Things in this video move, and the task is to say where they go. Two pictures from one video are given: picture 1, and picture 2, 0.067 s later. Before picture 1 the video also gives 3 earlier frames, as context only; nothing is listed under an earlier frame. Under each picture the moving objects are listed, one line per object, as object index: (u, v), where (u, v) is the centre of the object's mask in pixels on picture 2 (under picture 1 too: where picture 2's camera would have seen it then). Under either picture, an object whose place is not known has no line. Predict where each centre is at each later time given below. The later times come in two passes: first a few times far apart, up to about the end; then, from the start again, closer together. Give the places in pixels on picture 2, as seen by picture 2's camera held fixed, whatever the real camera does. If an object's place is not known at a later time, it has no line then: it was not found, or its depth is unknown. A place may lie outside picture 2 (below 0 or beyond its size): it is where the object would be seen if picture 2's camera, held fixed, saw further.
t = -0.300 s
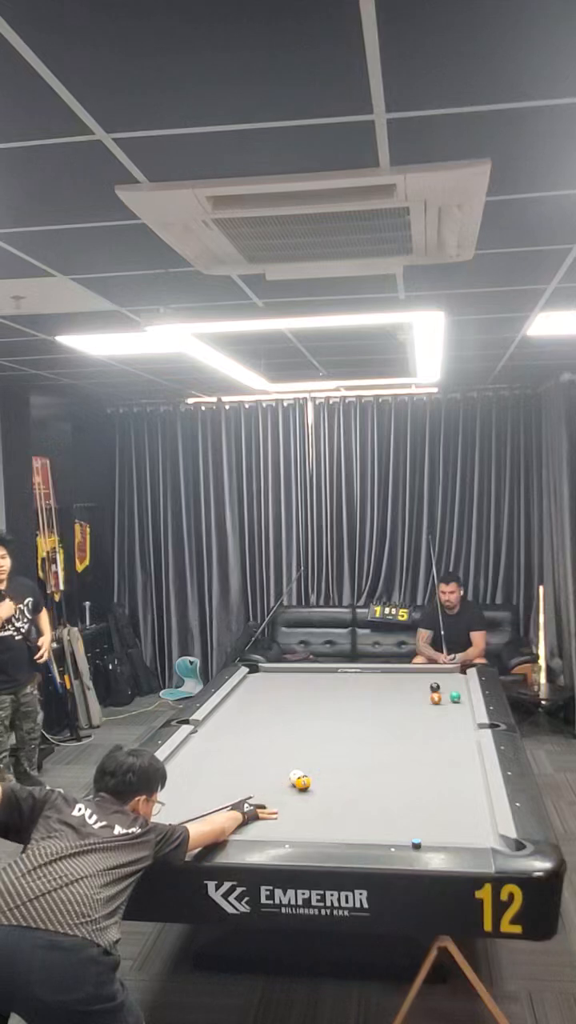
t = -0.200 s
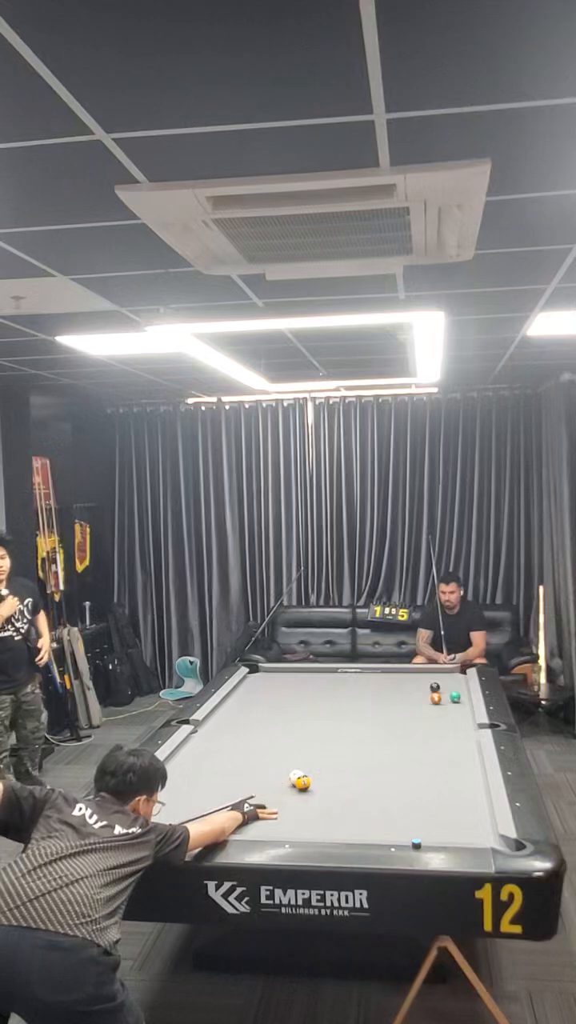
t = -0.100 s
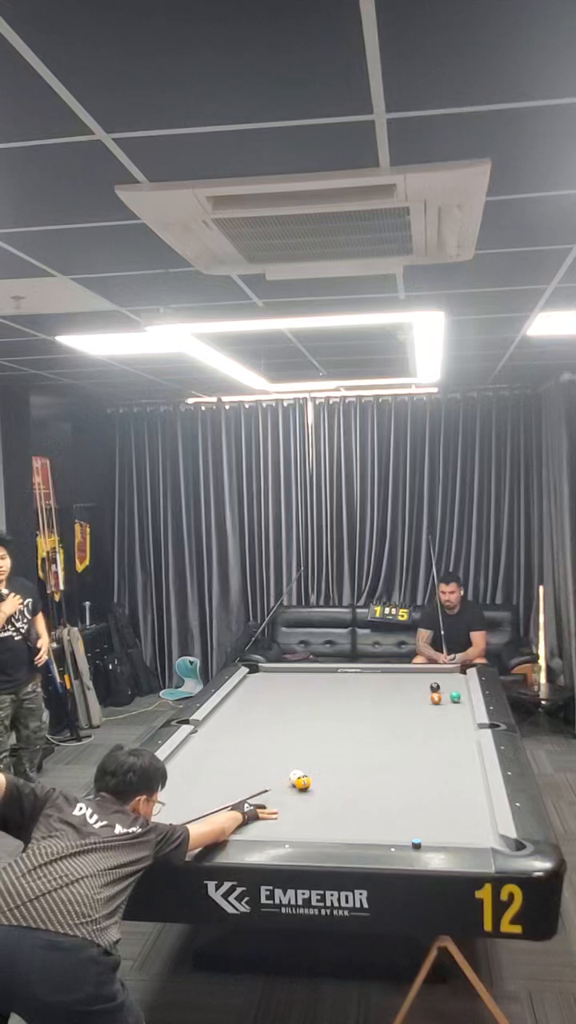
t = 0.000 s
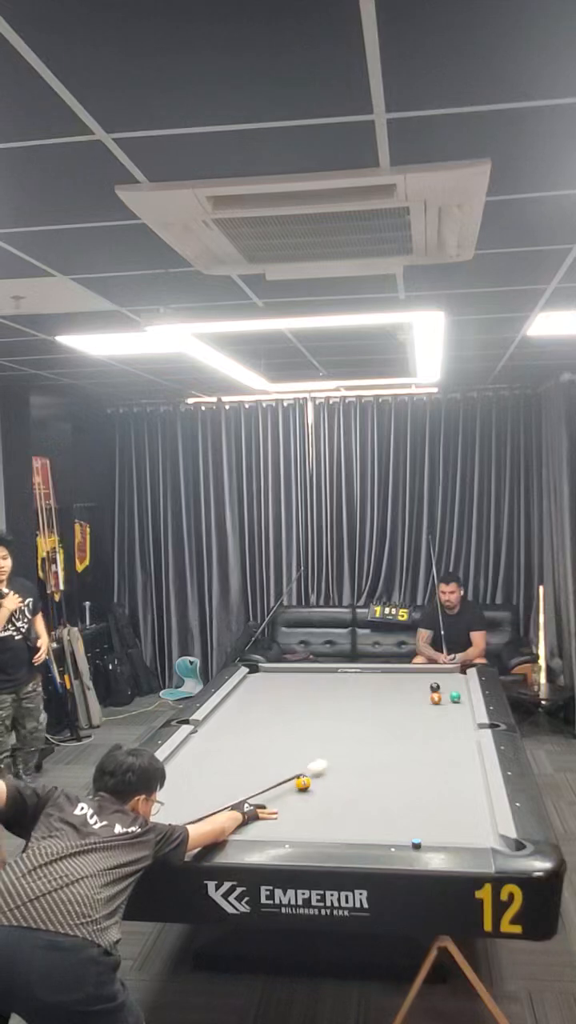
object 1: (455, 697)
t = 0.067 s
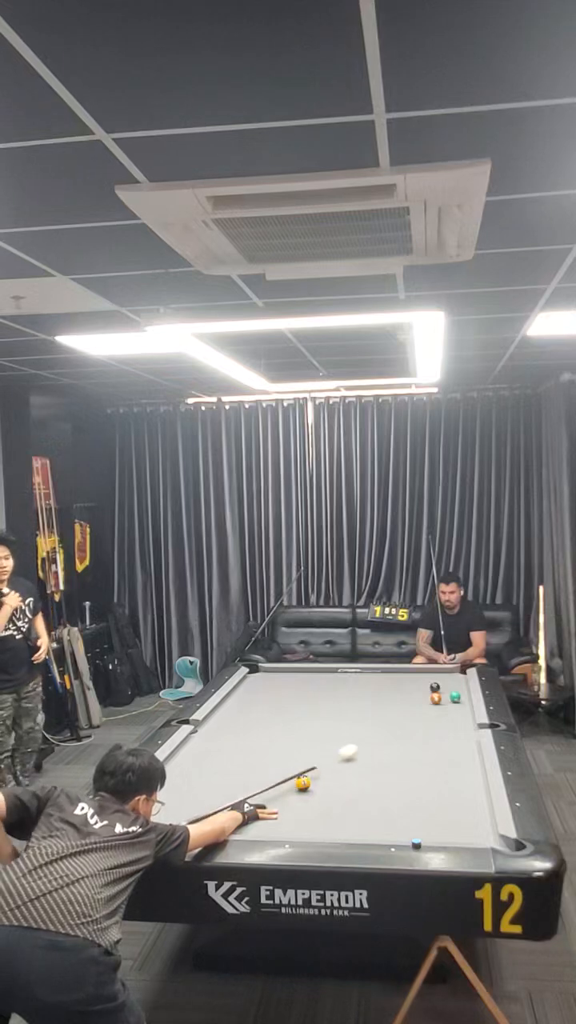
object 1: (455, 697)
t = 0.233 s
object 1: (455, 697)
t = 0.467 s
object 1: (454, 691)
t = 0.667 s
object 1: (451, 674)
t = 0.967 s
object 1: (456, 678)
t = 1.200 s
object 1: (463, 686)
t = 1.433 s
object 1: (462, 694)
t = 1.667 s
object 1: (461, 703)
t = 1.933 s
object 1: (459, 714)
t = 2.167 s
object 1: (457, 723)
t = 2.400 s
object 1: (456, 733)
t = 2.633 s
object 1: (454, 744)
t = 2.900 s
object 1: (452, 757)
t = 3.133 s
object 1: (450, 769)
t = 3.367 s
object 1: (449, 781)
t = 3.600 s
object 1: (447, 794)
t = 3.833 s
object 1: (445, 808)
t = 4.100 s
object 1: (443, 825)
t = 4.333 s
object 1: (441, 836)
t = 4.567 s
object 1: (439, 832)
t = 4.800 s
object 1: (438, 826)
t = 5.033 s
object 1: (436, 819)
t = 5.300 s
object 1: (435, 811)
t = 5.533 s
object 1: (433, 806)
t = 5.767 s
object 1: (432, 801)
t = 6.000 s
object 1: (430, 797)
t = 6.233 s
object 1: (429, 793)
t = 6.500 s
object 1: (428, 790)
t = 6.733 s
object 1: (427, 788)
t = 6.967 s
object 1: (427, 786)
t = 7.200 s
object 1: (427, 784)
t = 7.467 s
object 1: (426, 783)
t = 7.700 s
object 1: (426, 782)
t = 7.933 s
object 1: (426, 782)
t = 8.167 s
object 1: (426, 782)
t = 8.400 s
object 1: (426, 782)
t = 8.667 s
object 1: (426, 782)
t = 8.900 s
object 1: (426, 782)
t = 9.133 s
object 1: (426, 782)
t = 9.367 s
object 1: (426, 782)
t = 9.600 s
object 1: (426, 782)
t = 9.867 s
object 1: (426, 782)
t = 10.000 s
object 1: (426, 782)
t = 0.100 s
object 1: (455, 697)
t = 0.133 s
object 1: (455, 697)
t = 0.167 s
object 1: (455, 697)
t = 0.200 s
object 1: (455, 697)
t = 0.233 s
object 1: (455, 697)
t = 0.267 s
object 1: (455, 697)
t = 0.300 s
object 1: (455, 697)
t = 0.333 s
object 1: (455, 697)
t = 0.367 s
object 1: (455, 697)
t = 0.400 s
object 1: (456, 693)
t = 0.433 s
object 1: (453, 694)
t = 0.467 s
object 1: (454, 691)
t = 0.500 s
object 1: (453, 688)
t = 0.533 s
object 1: (453, 685)
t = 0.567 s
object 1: (452, 682)
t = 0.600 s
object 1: (452, 679)
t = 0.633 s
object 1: (451, 677)
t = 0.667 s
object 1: (451, 674)
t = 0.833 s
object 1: (452, 673)
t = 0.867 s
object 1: (454, 675)
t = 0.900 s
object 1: (454, 675)
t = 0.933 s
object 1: (455, 677)
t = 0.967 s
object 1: (456, 678)
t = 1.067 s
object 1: (459, 682)
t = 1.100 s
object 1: (460, 683)
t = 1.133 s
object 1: (461, 683)
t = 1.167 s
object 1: (462, 685)
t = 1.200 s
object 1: (463, 686)
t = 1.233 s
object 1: (464, 687)
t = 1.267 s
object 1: (464, 689)
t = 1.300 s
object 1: (464, 690)
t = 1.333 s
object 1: (463, 691)
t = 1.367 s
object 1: (463, 692)
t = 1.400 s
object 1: (462, 693)
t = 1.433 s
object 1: (462, 694)
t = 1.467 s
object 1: (462, 696)
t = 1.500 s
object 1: (462, 696)
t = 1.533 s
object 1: (462, 697)
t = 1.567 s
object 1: (461, 698)
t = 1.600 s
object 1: (461, 699)
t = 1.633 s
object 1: (461, 702)
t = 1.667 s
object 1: (461, 703)
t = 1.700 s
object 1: (460, 704)
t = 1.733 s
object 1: (460, 706)
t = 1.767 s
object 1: (460, 707)
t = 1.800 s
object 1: (460, 708)
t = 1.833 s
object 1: (459, 709)
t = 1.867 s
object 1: (459, 711)
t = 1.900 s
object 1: (459, 712)
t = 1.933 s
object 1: (459, 714)
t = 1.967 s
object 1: (459, 715)
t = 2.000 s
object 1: (458, 716)
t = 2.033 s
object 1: (458, 718)
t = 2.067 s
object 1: (458, 719)
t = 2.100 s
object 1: (458, 720)
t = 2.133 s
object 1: (457, 722)
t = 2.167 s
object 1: (457, 723)
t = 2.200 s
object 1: (457, 725)
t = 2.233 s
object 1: (457, 726)
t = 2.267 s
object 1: (457, 727)
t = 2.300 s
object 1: (456, 729)
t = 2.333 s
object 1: (456, 731)
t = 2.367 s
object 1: (456, 732)
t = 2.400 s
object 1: (456, 733)
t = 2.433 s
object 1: (455, 735)
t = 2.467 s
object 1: (455, 736)
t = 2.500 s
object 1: (455, 738)
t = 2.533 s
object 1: (455, 739)
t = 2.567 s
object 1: (455, 741)
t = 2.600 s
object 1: (454, 742)
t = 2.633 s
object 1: (454, 744)
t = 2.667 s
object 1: (454, 745)
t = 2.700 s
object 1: (453, 747)
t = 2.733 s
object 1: (453, 749)
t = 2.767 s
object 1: (453, 750)
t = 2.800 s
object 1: (453, 752)
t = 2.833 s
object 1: (453, 754)
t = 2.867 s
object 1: (452, 755)
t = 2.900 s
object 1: (452, 757)
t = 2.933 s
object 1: (452, 758)
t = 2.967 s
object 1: (452, 760)
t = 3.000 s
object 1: (451, 762)
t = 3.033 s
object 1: (451, 764)
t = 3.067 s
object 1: (451, 765)
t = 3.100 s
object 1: (451, 767)
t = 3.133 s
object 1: (450, 769)
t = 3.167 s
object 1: (450, 770)
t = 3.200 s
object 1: (450, 772)
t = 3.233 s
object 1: (450, 774)
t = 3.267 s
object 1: (449, 776)
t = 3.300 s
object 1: (449, 778)
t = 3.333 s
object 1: (449, 779)
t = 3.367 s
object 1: (449, 781)
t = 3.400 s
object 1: (448, 783)
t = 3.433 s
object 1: (448, 784)
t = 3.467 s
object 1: (448, 786)
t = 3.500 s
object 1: (448, 789)
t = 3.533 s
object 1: (447, 790)
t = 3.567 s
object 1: (447, 792)
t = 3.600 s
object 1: (447, 794)
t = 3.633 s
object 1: (447, 796)
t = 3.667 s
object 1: (446, 798)
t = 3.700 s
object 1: (446, 800)
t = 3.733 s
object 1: (446, 802)
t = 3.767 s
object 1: (445, 804)
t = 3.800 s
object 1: (445, 806)
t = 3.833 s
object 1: (445, 808)
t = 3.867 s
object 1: (445, 810)
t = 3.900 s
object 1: (444, 812)
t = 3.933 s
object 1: (444, 814)
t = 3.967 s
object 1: (444, 816)
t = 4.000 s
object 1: (444, 818)
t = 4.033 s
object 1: (443, 821)
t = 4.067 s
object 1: (443, 823)
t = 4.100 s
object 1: (443, 825)
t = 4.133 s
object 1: (443, 827)
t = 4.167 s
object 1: (442, 830)
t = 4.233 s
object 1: (442, 832)
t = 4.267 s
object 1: (441, 833)
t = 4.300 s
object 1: (441, 835)
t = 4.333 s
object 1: (441, 836)
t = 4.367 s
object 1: (441, 837)
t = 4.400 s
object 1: (441, 836)
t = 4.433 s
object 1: (440, 835)
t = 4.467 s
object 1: (440, 835)
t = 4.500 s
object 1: (440, 834)
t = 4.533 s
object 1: (440, 833)
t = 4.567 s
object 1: (439, 832)
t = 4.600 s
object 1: (439, 831)
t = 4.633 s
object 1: (439, 831)
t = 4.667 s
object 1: (439, 830)
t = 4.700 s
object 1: (439, 829)
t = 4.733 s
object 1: (438, 828)
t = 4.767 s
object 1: (438, 827)
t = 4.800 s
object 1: (438, 826)
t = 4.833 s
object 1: (438, 825)
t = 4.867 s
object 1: (437, 824)
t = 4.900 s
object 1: (437, 822)
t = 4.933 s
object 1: (437, 821)
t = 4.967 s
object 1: (437, 820)
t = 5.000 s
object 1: (436, 819)
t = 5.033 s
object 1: (436, 819)
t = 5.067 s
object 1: (436, 817)
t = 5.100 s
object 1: (436, 816)
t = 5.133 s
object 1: (436, 816)
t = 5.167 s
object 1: (435, 815)
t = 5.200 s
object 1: (435, 814)
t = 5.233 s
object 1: (435, 813)
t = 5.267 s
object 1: (435, 812)
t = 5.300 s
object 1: (435, 811)
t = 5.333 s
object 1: (434, 810)
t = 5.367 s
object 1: (434, 809)
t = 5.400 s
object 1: (434, 809)
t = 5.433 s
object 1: (434, 808)
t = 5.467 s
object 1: (433, 807)
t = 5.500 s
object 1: (433, 806)
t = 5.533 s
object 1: (433, 806)
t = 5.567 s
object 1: (433, 805)
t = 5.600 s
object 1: (433, 804)
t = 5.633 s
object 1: (432, 803)
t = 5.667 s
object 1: (432, 803)
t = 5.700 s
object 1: (432, 802)
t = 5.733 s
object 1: (432, 802)
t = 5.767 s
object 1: (432, 801)
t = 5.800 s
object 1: (431, 801)
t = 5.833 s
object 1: (431, 800)
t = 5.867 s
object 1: (431, 799)
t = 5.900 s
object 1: (431, 798)
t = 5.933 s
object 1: (431, 798)
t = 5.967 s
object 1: (431, 797)
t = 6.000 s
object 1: (430, 797)
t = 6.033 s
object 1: (430, 796)
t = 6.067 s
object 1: (430, 796)
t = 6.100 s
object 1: (430, 795)
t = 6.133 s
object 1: (430, 795)
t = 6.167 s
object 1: (430, 794)
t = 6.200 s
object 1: (430, 794)
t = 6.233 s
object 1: (429, 793)
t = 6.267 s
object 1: (429, 793)
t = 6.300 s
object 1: (429, 792)
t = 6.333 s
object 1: (429, 792)
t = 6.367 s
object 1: (429, 791)
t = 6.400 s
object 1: (429, 791)
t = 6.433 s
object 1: (428, 791)
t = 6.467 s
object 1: (428, 790)
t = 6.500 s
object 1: (428, 790)
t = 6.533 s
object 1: (428, 790)
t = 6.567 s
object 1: (427, 789)
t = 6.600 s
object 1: (427, 789)
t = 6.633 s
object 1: (427, 789)
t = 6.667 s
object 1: (427, 788)
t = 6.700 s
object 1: (427, 788)
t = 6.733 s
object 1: (427, 788)
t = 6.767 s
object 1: (427, 787)
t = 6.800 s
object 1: (427, 787)
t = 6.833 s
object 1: (427, 787)
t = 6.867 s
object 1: (427, 786)
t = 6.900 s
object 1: (427, 786)
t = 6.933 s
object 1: (427, 786)
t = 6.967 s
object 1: (427, 786)
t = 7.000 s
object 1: (427, 785)
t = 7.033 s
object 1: (427, 785)
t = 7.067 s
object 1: (427, 785)
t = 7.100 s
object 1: (427, 785)
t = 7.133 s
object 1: (427, 785)
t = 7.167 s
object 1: (427, 784)
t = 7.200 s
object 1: (427, 784)
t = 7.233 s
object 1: (427, 784)
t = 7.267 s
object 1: (427, 784)
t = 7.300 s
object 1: (427, 784)
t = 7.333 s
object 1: (427, 783)
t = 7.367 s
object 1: (427, 783)
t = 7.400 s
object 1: (427, 783)
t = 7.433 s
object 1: (427, 783)
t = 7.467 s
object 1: (426, 783)
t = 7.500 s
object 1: (426, 783)
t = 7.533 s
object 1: (426, 783)
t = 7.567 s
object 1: (426, 783)
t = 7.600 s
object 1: (426, 782)
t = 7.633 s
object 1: (426, 782)
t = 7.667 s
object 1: (426, 782)
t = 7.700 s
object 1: (426, 782)
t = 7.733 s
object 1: (426, 782)
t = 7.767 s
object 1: (426, 782)
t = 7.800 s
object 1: (426, 782)
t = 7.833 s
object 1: (426, 782)
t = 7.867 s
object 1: (426, 782)
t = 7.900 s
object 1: (426, 782)
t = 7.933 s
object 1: (426, 782)
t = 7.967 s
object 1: (426, 782)
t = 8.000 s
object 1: (426, 782)
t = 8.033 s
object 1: (426, 782)
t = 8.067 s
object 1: (426, 782)
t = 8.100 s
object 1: (426, 782)
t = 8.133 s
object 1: (426, 782)
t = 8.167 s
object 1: (426, 782)
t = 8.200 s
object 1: (426, 782)
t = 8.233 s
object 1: (426, 782)
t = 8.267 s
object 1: (426, 782)
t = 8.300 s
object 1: (426, 782)
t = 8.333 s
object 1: (426, 782)
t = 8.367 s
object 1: (426, 782)
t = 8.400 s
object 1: (426, 782)
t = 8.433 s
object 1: (426, 782)
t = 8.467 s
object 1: (426, 782)
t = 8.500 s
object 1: (426, 782)
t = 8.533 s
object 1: (426, 782)
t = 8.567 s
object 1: (426, 782)
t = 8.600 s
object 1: (426, 782)
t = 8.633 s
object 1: (426, 782)
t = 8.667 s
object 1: (426, 782)
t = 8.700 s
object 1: (426, 782)
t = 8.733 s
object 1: (426, 782)
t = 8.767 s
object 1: (426, 782)
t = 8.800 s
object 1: (426, 782)
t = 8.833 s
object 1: (426, 782)
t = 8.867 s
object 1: (426, 782)
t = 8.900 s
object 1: (426, 782)
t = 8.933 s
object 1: (426, 782)
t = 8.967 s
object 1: (426, 782)
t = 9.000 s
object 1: (426, 782)
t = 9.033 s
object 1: (426, 782)
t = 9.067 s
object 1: (426, 782)
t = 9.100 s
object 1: (426, 782)
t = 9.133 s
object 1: (426, 782)
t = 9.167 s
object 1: (426, 782)
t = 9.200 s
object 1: (426, 782)
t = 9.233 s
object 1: (426, 782)
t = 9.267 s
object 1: (426, 782)
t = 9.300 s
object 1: (426, 782)
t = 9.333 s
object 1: (426, 782)
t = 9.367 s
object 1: (426, 782)
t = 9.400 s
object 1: (426, 782)
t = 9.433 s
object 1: (426, 782)
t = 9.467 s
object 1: (426, 782)
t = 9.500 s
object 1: (426, 782)
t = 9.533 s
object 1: (426, 782)
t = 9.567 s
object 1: (426, 782)
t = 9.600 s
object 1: (426, 782)
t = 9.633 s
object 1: (426, 782)
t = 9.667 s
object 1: (426, 782)
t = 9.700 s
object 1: (426, 782)
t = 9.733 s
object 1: (426, 782)
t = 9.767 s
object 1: (426, 782)
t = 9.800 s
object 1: (426, 782)
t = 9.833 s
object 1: (426, 782)
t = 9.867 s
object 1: (426, 782)
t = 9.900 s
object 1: (426, 782)
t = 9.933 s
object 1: (426, 782)
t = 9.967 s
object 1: (426, 782)
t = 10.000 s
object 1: (426, 782)
